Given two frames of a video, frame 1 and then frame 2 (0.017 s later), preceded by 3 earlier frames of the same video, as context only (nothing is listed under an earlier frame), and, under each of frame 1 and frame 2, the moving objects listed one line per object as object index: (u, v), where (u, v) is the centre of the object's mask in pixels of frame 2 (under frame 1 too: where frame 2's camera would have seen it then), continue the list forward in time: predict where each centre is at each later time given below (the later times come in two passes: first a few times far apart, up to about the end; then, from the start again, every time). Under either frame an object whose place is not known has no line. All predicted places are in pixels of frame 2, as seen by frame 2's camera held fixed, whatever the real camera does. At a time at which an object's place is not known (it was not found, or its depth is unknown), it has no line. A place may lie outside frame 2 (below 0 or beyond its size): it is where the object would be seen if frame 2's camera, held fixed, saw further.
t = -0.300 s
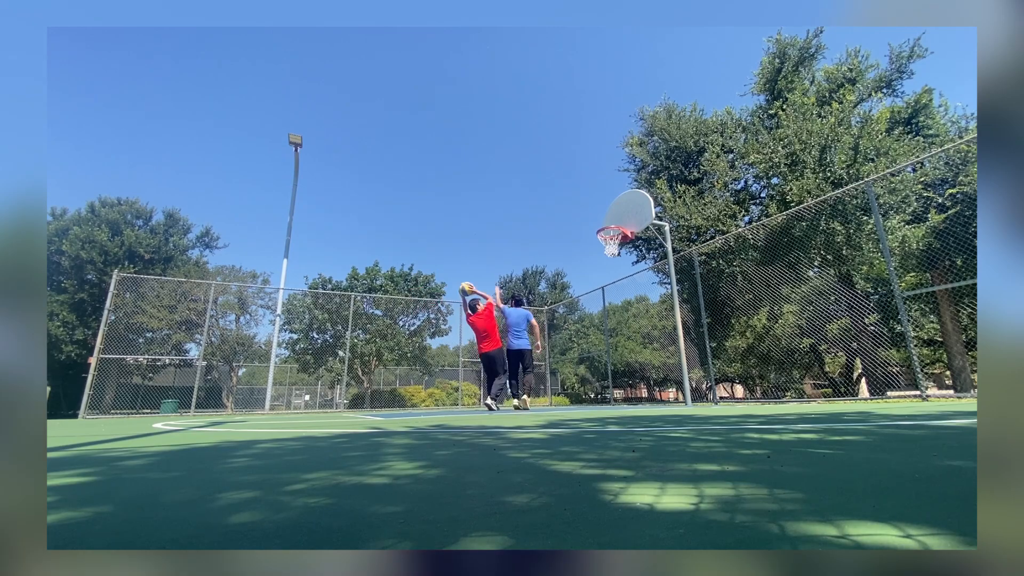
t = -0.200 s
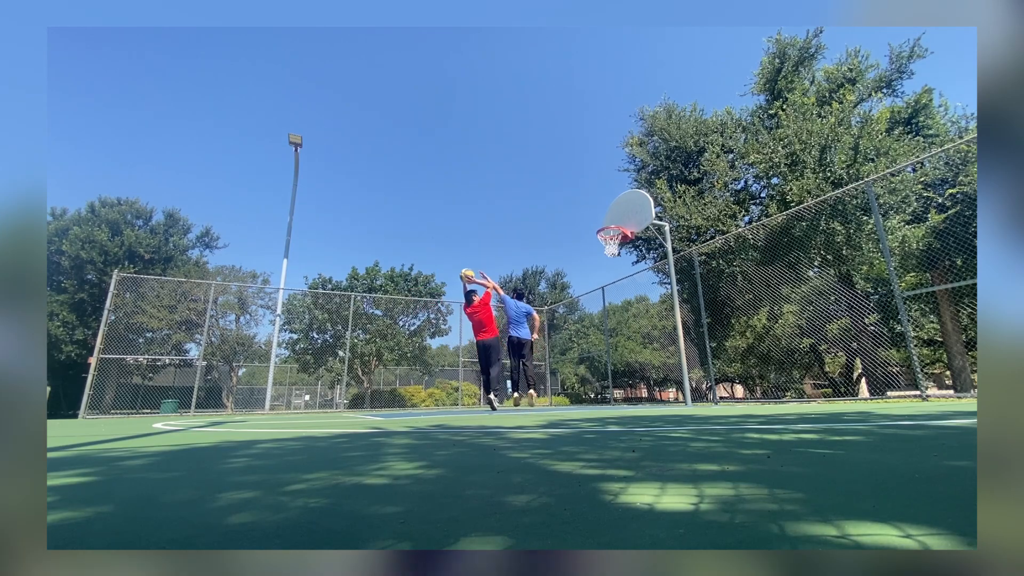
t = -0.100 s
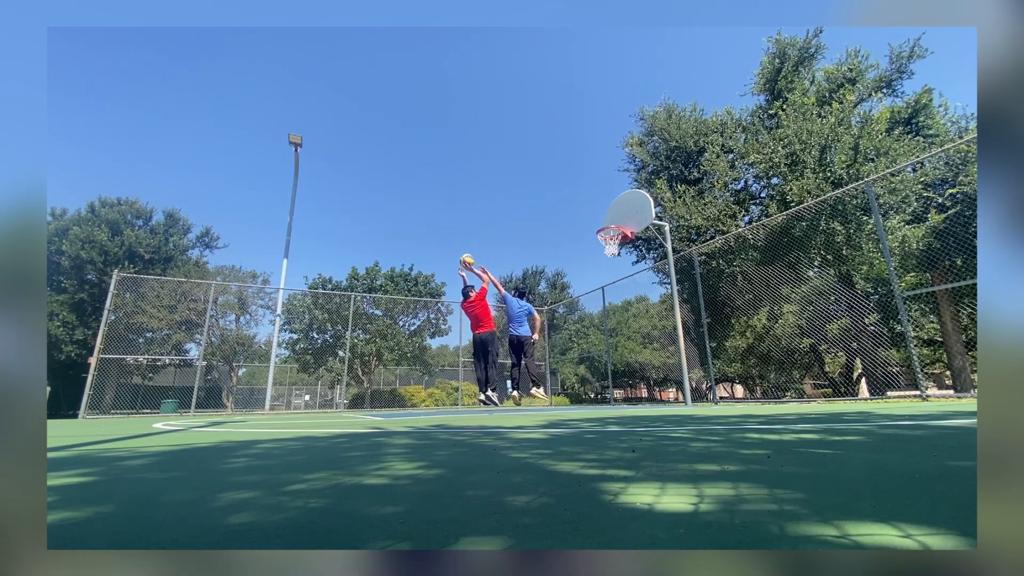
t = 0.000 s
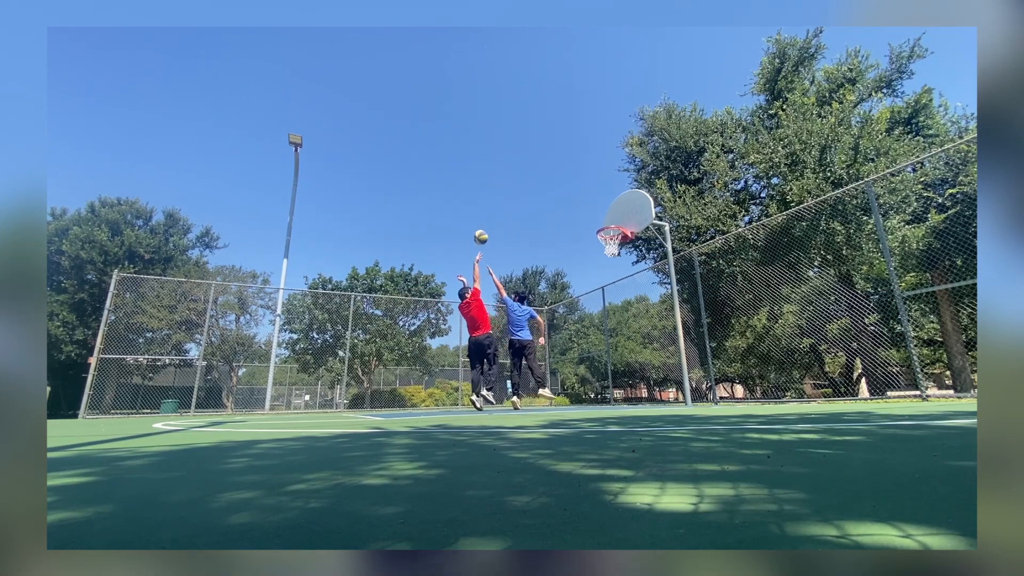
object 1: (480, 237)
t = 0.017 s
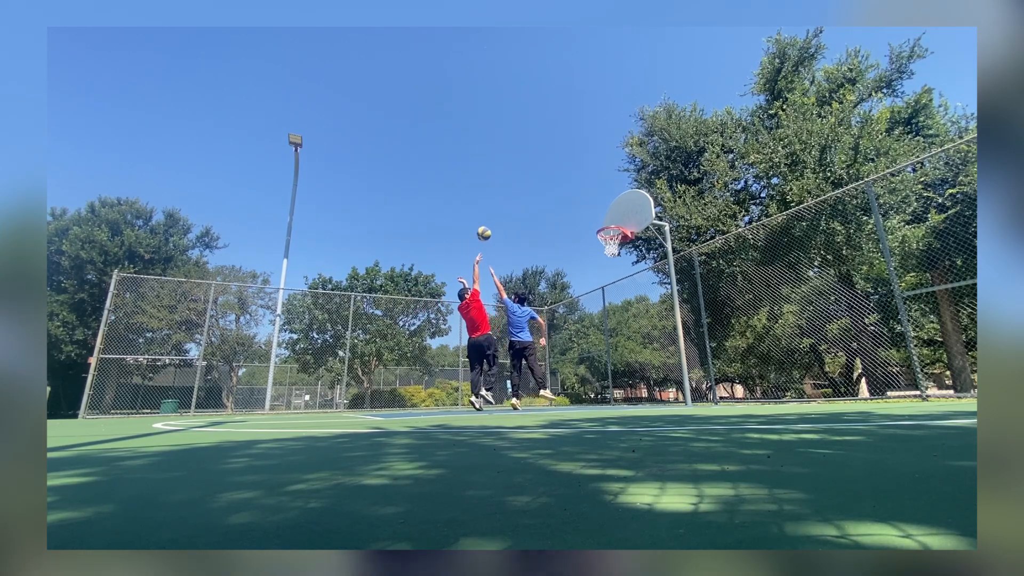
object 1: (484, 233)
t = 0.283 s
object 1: (529, 199)
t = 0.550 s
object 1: (569, 203)
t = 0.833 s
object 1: (605, 222)
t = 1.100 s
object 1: (617, 208)
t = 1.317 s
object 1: (613, 218)
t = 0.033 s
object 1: (486, 230)
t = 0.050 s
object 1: (489, 227)
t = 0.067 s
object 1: (492, 224)
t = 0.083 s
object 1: (495, 221)
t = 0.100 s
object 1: (498, 218)
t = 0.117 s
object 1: (501, 216)
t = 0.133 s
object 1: (504, 213)
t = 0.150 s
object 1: (507, 211)
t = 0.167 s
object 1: (509, 209)
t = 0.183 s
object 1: (512, 208)
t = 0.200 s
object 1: (515, 206)
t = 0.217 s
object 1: (518, 204)
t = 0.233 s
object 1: (521, 203)
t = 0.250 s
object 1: (523, 202)
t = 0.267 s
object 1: (526, 200)
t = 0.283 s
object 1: (529, 199)
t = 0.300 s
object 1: (531, 198)
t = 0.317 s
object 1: (534, 198)
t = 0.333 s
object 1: (536, 197)
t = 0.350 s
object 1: (539, 197)
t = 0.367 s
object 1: (541, 197)
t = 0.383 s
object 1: (544, 197)
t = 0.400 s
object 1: (547, 197)
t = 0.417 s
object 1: (549, 197)
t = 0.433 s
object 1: (552, 197)
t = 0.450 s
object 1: (554, 198)
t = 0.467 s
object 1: (557, 198)
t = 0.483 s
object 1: (559, 199)
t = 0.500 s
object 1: (562, 200)
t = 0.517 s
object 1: (564, 201)
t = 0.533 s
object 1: (567, 202)
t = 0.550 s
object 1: (569, 203)
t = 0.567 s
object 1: (571, 204)
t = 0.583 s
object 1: (574, 206)
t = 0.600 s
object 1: (576, 208)
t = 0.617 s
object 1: (579, 209)
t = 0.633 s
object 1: (581, 211)
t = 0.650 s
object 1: (584, 213)
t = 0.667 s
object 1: (586, 215)
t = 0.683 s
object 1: (589, 218)
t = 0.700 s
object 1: (591, 220)
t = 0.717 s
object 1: (593, 223)
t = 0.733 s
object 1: (596, 225)
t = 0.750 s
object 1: (598, 226)
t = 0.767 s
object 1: (599, 227)
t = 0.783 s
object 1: (601, 226)
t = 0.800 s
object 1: (602, 224)
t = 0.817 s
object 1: (603, 223)
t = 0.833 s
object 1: (605, 222)
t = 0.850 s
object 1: (606, 221)
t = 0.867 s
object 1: (607, 220)
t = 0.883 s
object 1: (609, 218)
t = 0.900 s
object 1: (610, 217)
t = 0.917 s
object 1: (611, 215)
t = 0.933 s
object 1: (612, 215)
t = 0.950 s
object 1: (614, 214)
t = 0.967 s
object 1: (615, 213)
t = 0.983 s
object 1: (616, 212)
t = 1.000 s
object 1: (618, 211)
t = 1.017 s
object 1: (619, 211)
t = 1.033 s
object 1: (618, 210)
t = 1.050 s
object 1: (618, 210)
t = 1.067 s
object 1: (618, 209)
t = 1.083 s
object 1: (617, 209)
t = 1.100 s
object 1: (617, 208)
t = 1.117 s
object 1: (617, 208)
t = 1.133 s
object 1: (616, 209)
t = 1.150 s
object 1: (616, 209)
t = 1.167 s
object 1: (616, 209)
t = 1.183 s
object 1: (615, 209)
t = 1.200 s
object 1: (615, 210)
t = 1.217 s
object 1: (614, 211)
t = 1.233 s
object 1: (614, 212)
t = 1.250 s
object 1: (614, 213)
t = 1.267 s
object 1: (613, 214)
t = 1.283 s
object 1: (613, 215)
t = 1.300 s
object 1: (613, 216)
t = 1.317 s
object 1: (613, 218)
